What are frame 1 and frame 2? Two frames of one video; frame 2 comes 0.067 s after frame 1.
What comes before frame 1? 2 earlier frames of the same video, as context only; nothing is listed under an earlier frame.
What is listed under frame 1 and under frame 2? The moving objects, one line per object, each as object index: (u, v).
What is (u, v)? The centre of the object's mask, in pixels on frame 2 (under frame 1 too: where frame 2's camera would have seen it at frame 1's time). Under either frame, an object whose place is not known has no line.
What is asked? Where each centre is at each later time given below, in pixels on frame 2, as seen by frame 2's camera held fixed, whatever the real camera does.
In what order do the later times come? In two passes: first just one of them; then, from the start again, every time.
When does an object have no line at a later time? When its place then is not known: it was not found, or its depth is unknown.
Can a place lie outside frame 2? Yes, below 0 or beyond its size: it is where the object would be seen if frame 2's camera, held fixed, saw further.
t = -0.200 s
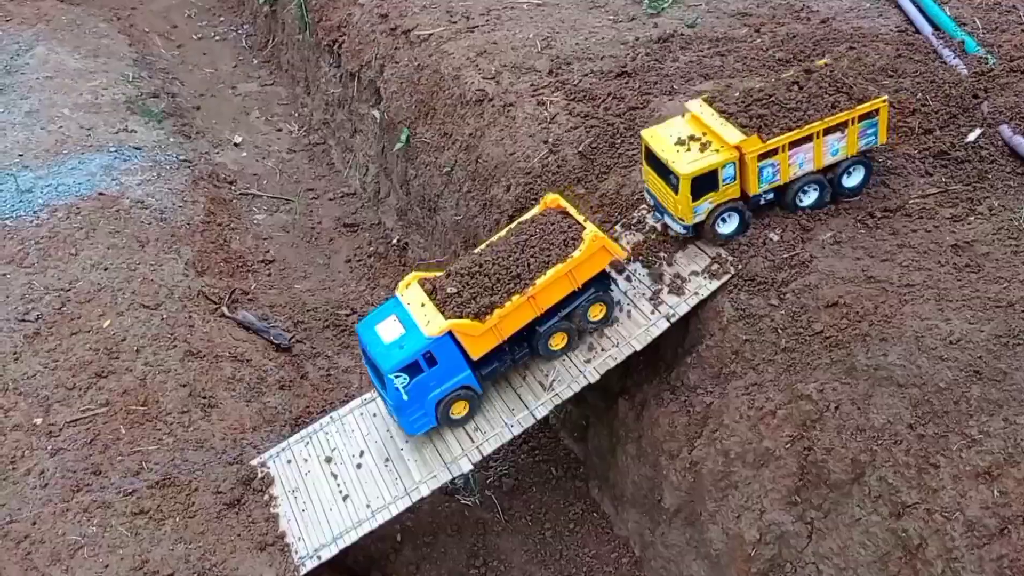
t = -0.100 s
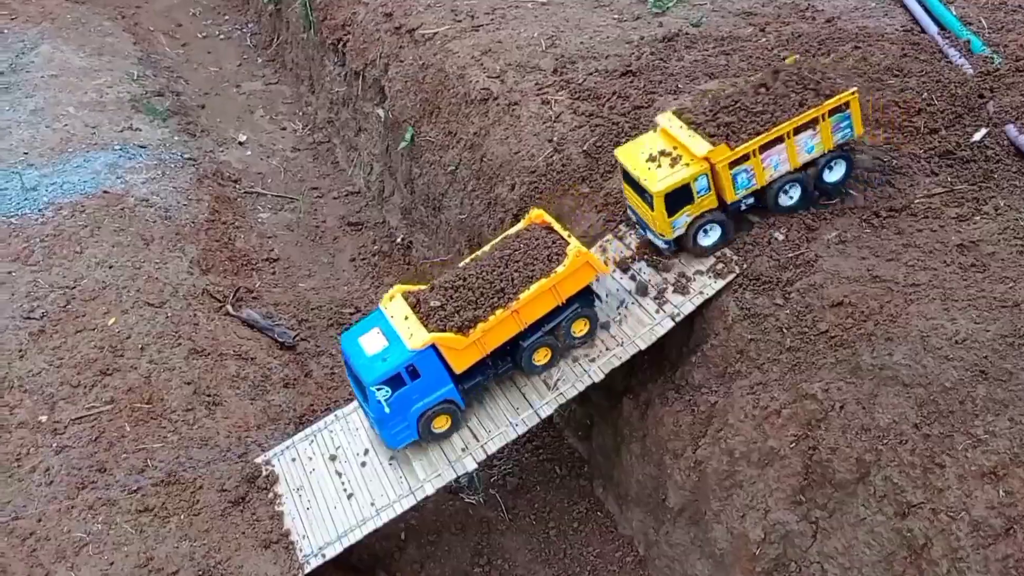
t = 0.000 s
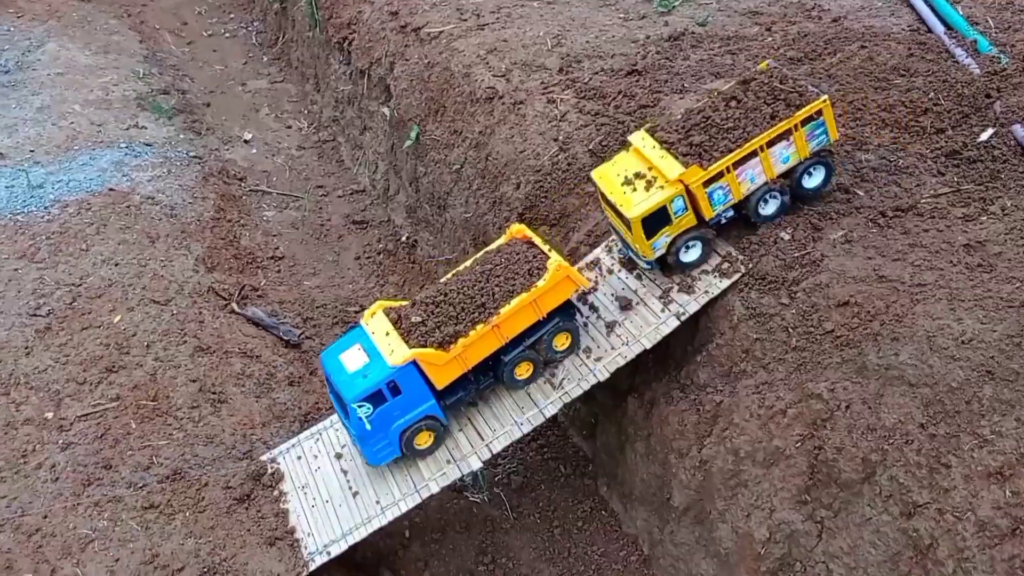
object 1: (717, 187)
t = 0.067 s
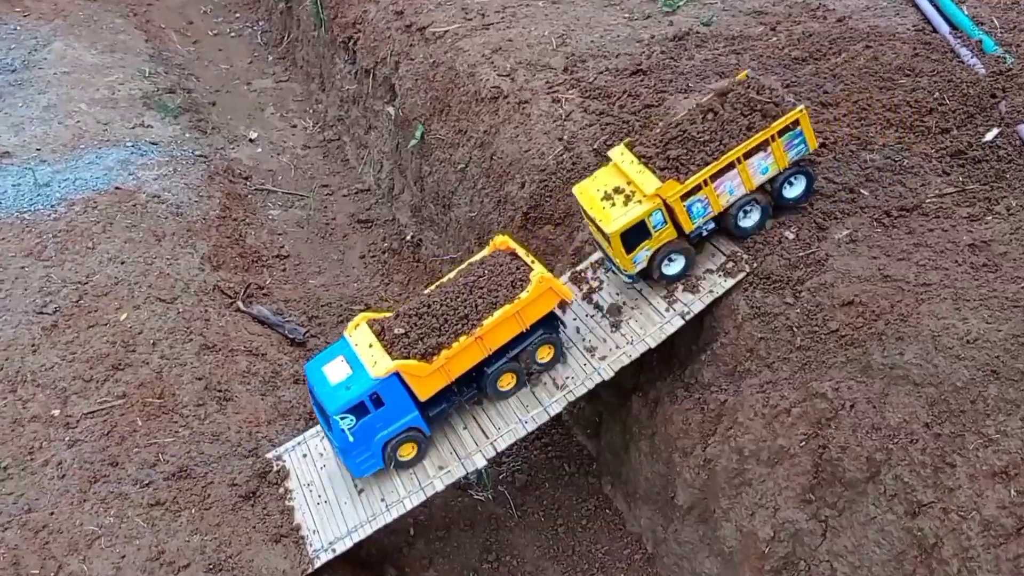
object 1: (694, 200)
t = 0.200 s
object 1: (637, 239)
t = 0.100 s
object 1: (679, 210)
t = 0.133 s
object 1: (667, 218)
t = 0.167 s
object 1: (654, 226)
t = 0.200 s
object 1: (637, 239)
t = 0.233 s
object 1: (622, 251)
